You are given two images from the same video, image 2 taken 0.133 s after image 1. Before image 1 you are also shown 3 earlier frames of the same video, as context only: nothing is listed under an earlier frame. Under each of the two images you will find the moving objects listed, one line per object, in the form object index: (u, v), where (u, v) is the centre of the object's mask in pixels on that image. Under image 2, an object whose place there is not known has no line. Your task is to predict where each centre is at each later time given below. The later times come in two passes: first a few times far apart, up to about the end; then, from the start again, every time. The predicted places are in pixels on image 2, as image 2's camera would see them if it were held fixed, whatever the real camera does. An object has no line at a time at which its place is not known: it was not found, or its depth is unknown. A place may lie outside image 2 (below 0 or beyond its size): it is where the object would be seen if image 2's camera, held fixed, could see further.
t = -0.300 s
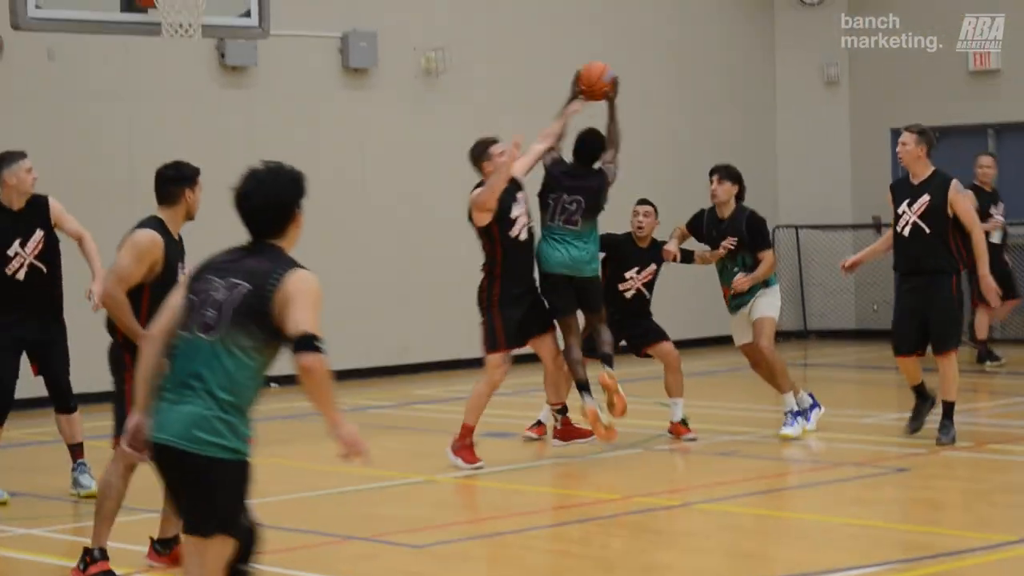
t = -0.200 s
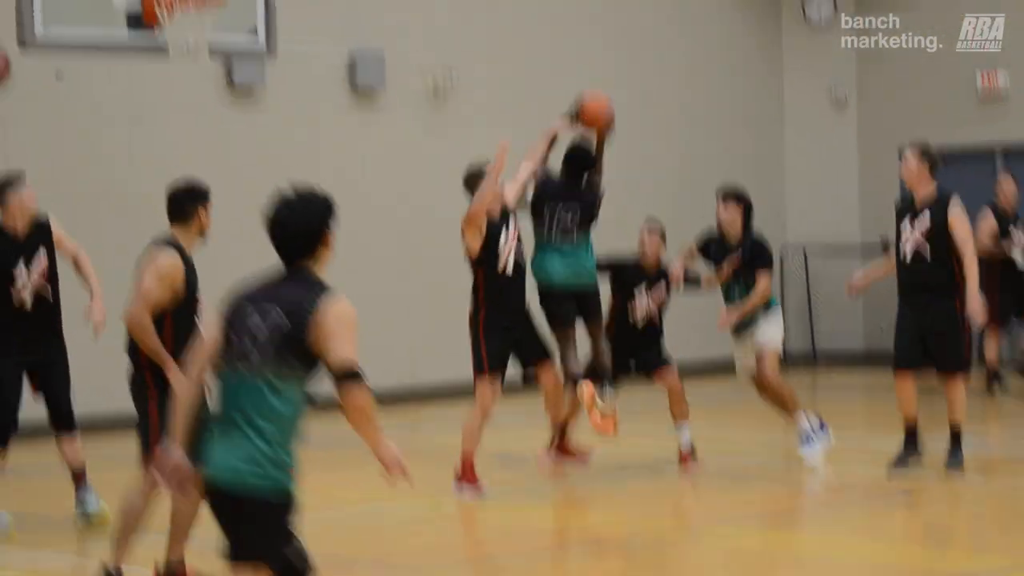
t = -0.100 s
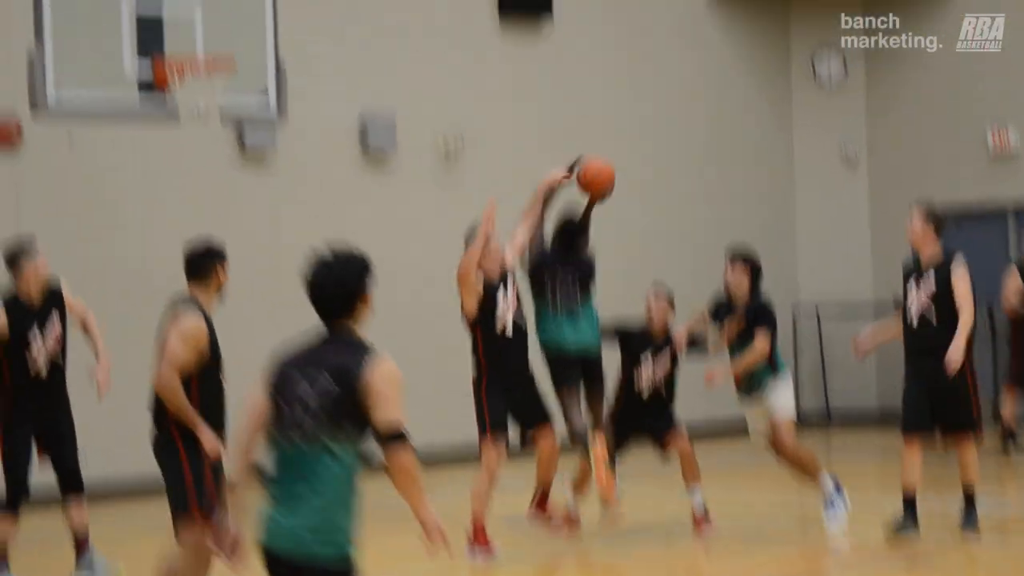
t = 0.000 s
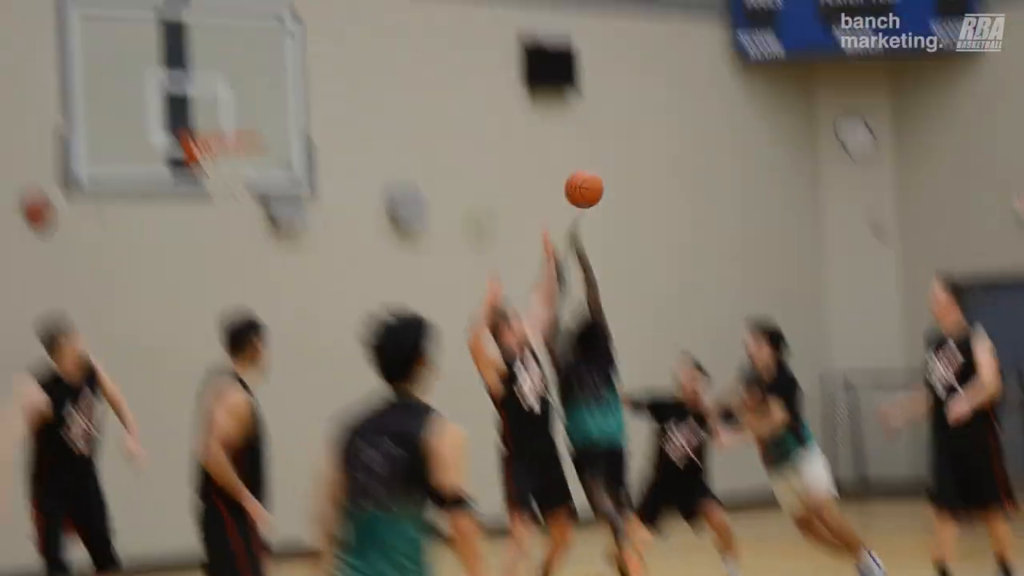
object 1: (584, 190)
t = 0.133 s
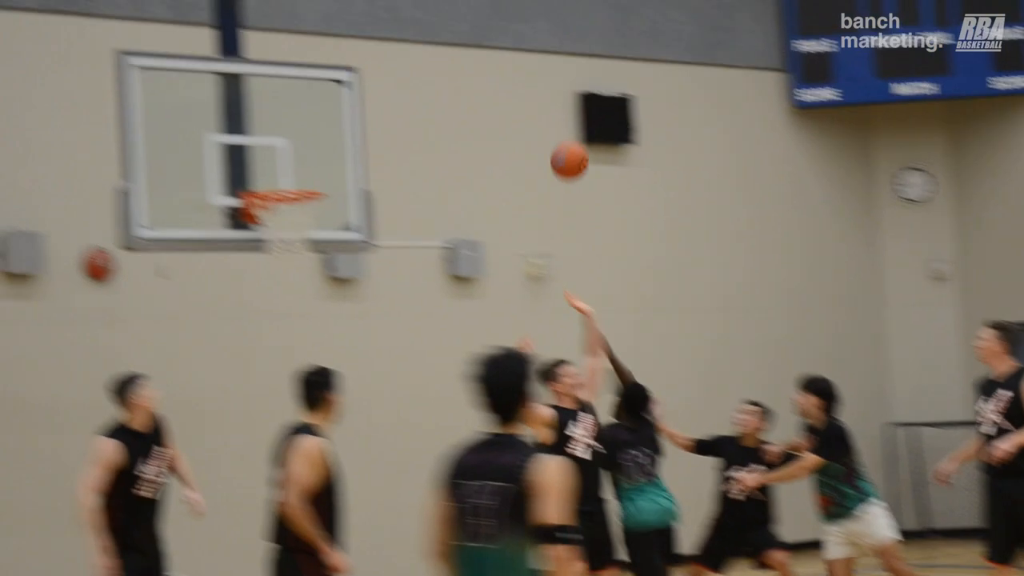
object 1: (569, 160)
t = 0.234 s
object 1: (519, 122)
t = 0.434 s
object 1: (422, 88)
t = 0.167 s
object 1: (552, 145)
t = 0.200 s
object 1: (535, 132)
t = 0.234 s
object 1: (519, 122)
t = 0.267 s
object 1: (502, 111)
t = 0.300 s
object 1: (486, 103)
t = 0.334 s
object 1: (470, 97)
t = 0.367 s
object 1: (454, 93)
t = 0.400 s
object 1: (438, 90)
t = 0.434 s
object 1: (422, 88)
